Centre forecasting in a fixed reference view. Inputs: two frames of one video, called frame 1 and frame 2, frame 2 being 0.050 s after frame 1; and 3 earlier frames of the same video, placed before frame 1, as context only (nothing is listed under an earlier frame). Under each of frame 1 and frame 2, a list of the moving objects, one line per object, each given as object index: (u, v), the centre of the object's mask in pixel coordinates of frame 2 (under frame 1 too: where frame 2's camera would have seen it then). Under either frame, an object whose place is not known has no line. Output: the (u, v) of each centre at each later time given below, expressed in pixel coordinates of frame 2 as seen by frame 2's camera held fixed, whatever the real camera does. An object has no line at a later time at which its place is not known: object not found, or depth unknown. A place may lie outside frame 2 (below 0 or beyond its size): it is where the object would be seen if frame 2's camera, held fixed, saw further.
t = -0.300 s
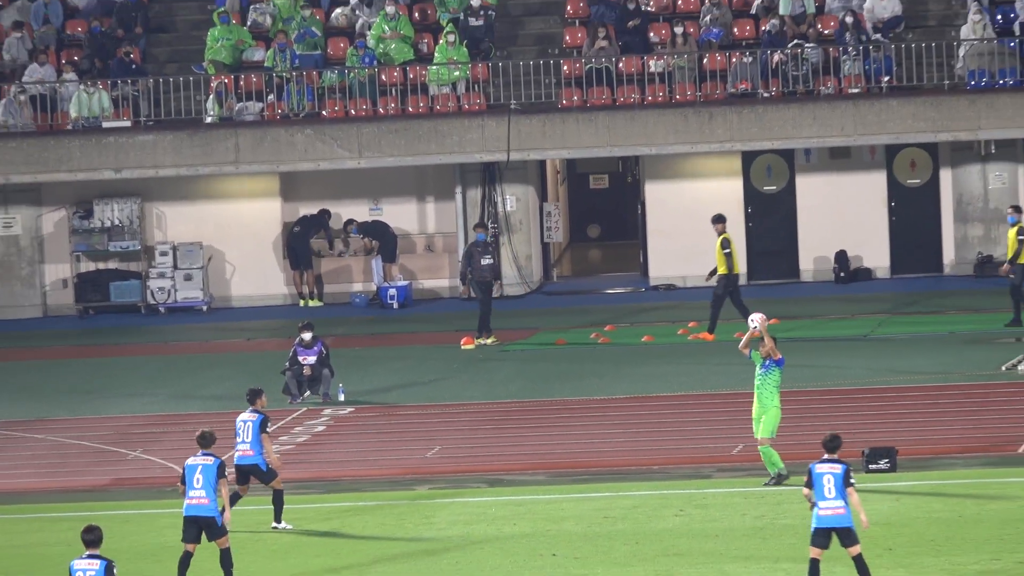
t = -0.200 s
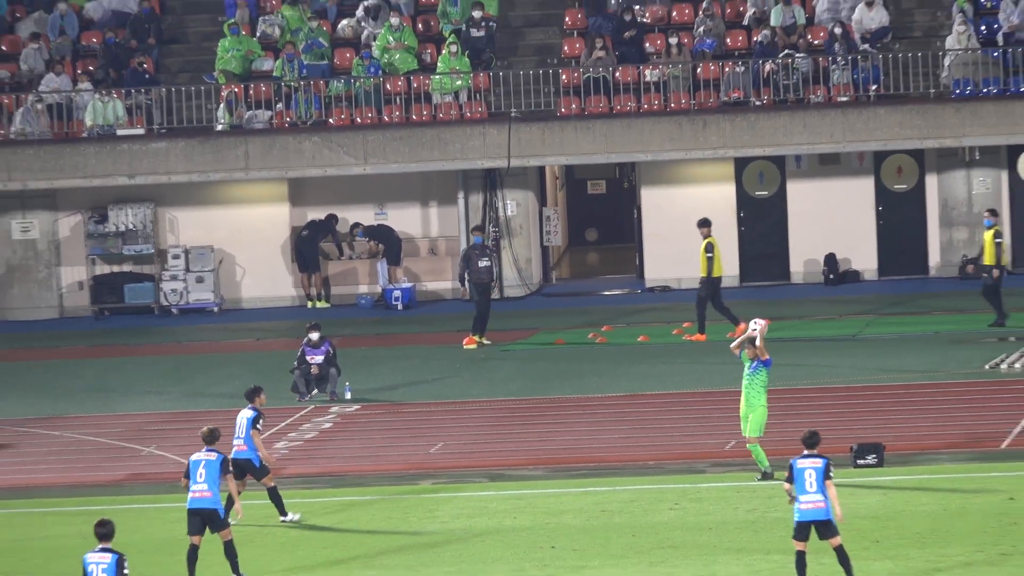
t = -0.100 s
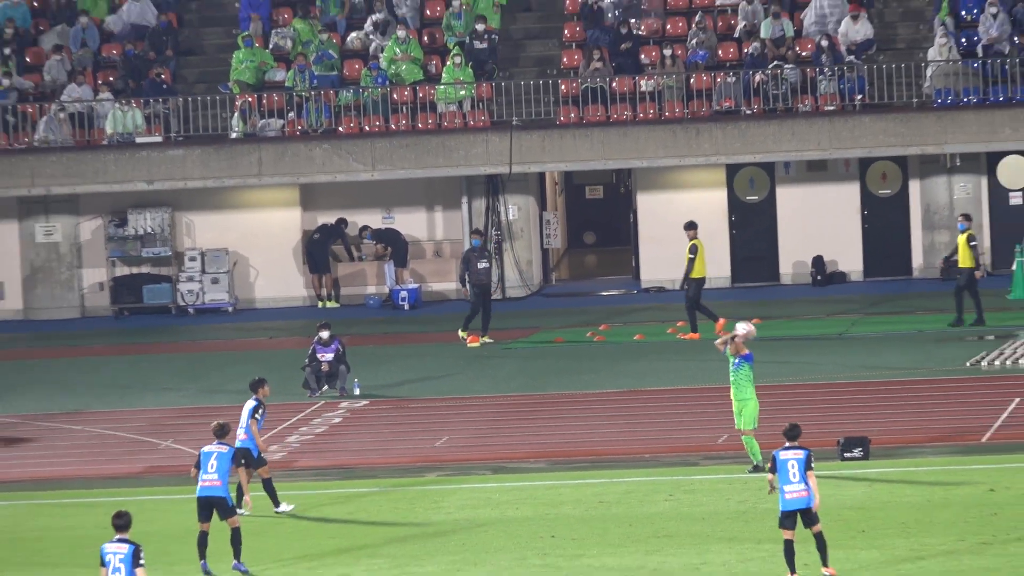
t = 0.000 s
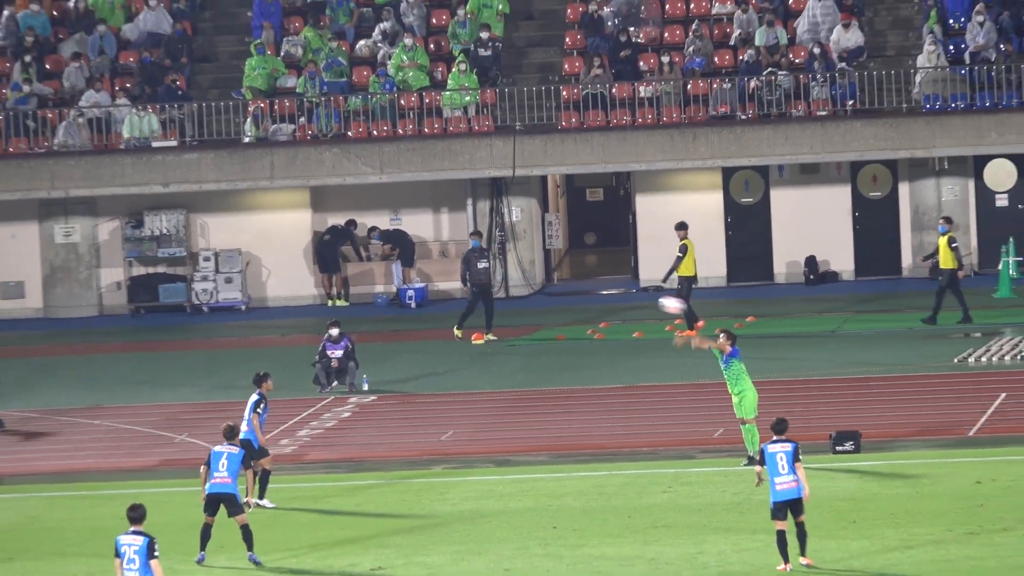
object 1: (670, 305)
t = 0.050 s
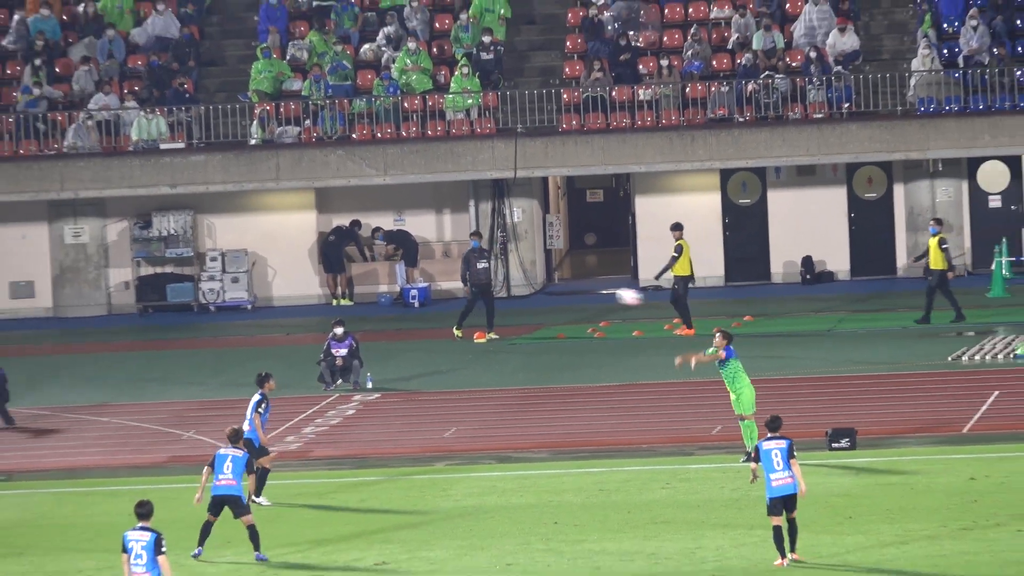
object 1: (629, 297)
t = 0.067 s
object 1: (615, 294)
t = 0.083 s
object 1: (601, 293)
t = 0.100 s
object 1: (586, 291)
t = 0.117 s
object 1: (573, 289)
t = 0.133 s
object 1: (559, 288)
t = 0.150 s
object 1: (546, 288)
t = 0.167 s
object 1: (533, 287)
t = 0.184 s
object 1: (520, 288)
